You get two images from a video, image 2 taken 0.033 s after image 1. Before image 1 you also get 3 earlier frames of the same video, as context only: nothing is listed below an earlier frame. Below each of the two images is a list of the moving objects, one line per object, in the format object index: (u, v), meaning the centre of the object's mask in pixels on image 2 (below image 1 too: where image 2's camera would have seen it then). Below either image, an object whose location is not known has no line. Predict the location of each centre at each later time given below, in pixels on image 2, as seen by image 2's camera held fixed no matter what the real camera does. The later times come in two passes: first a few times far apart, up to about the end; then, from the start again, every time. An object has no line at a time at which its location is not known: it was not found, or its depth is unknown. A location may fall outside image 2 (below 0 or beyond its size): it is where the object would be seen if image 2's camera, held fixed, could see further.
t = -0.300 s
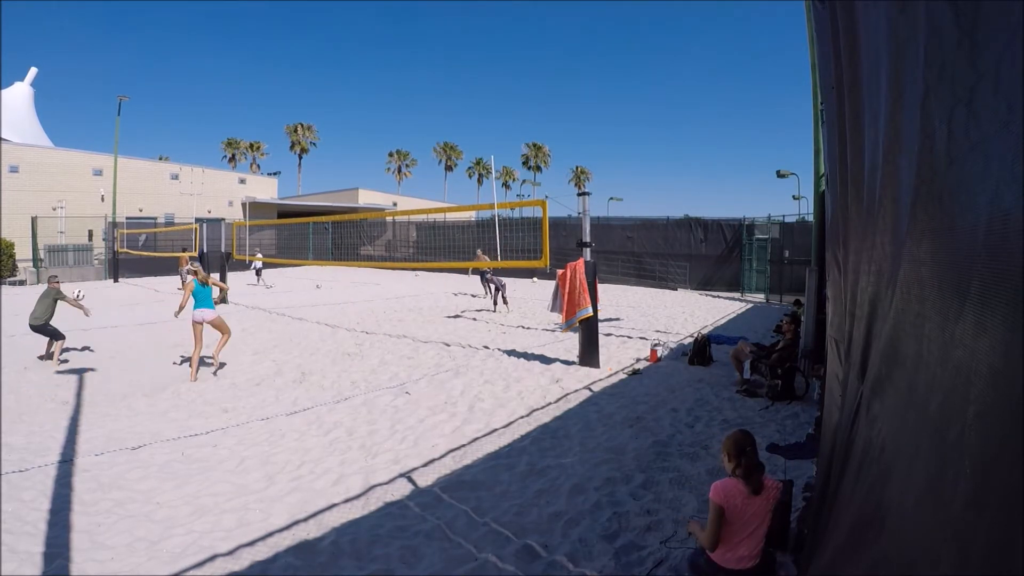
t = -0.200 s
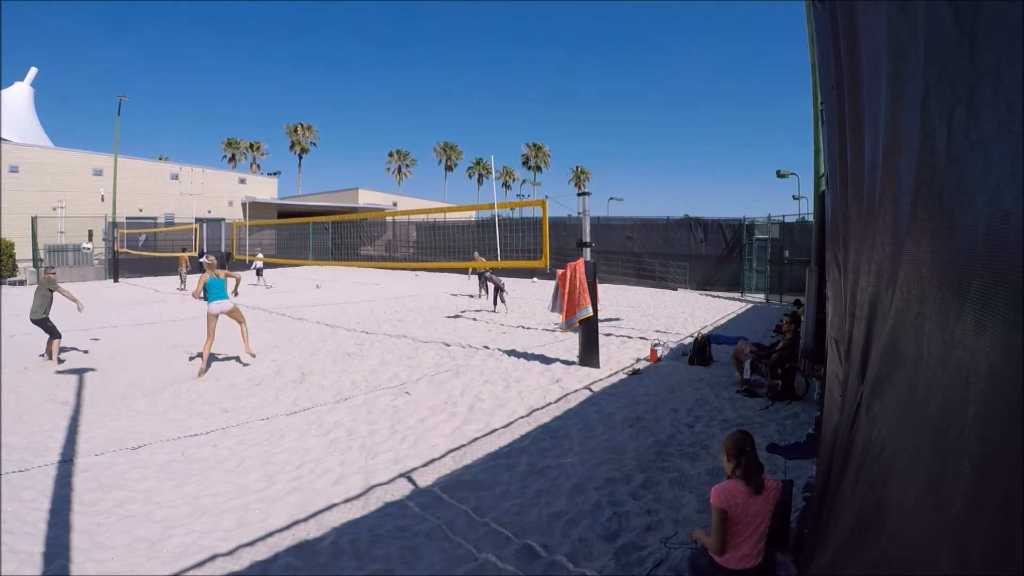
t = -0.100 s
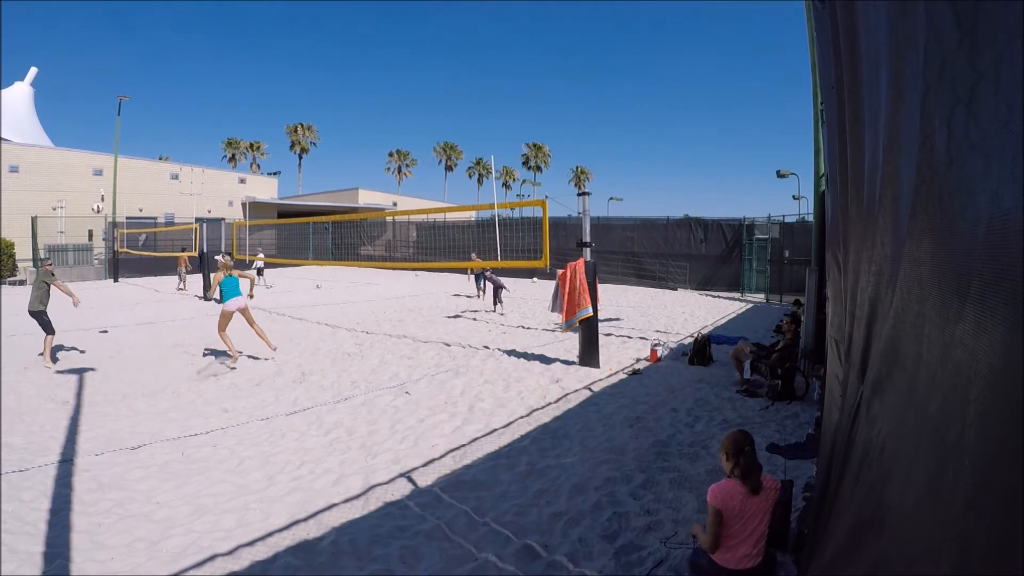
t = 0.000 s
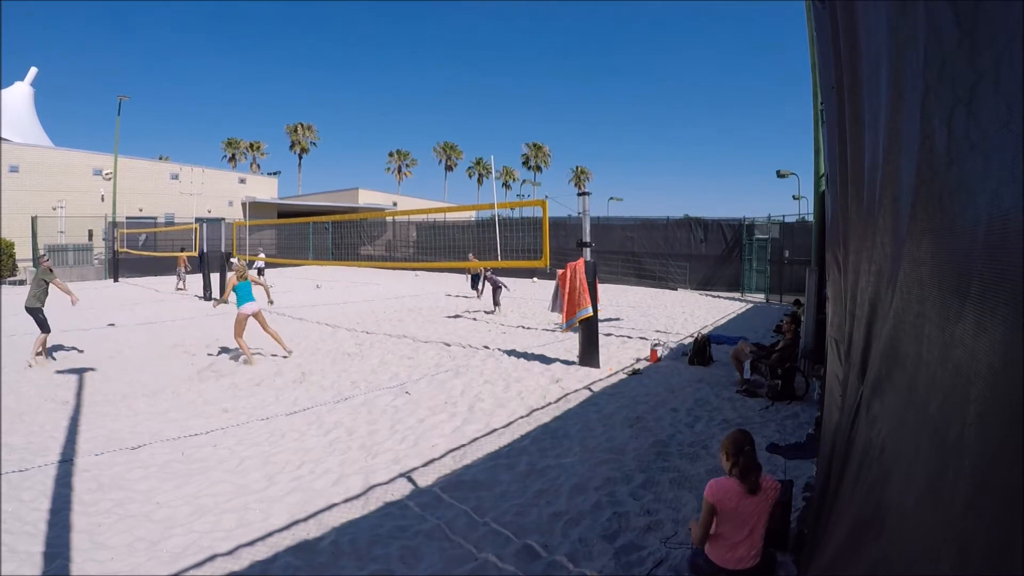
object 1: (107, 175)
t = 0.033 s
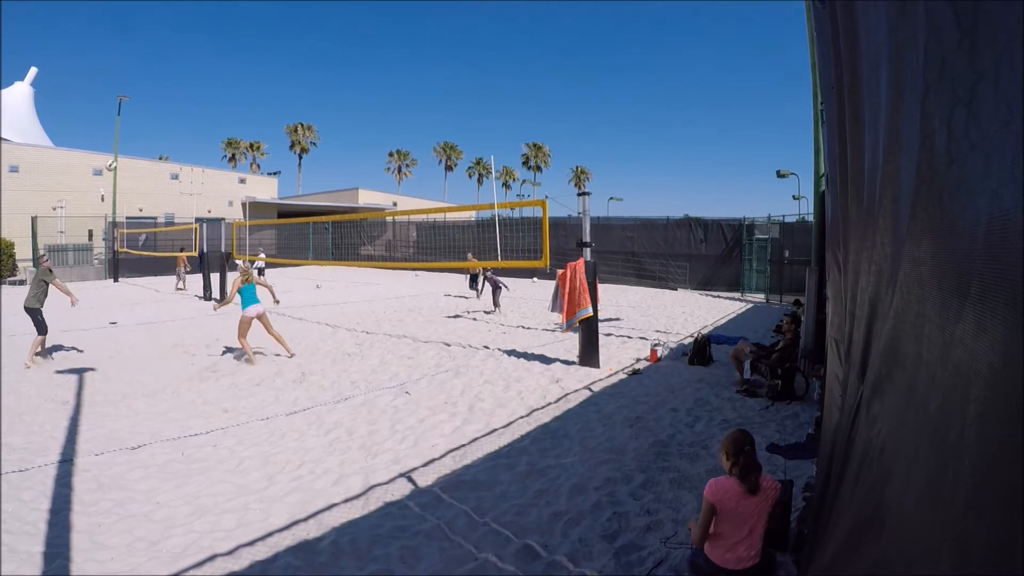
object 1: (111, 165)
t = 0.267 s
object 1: (133, 119)
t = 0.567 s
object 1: (158, 102)
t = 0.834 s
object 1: (175, 124)
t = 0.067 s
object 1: (114, 157)
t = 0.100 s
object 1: (117, 148)
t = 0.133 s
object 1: (120, 141)
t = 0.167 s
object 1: (124, 135)
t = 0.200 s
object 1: (127, 128)
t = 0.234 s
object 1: (130, 123)
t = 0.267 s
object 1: (133, 119)
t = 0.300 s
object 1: (137, 114)
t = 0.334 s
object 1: (139, 111)
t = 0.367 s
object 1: (142, 108)
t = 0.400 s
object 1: (145, 106)
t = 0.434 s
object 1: (147, 104)
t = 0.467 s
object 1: (150, 103)
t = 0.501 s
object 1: (153, 102)
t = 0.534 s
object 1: (155, 102)
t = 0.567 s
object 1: (158, 102)
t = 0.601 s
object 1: (160, 104)
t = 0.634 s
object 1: (162, 105)
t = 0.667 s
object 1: (165, 106)
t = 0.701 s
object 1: (167, 109)
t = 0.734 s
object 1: (169, 112)
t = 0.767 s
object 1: (171, 115)
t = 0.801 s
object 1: (173, 119)
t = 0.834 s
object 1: (175, 124)
